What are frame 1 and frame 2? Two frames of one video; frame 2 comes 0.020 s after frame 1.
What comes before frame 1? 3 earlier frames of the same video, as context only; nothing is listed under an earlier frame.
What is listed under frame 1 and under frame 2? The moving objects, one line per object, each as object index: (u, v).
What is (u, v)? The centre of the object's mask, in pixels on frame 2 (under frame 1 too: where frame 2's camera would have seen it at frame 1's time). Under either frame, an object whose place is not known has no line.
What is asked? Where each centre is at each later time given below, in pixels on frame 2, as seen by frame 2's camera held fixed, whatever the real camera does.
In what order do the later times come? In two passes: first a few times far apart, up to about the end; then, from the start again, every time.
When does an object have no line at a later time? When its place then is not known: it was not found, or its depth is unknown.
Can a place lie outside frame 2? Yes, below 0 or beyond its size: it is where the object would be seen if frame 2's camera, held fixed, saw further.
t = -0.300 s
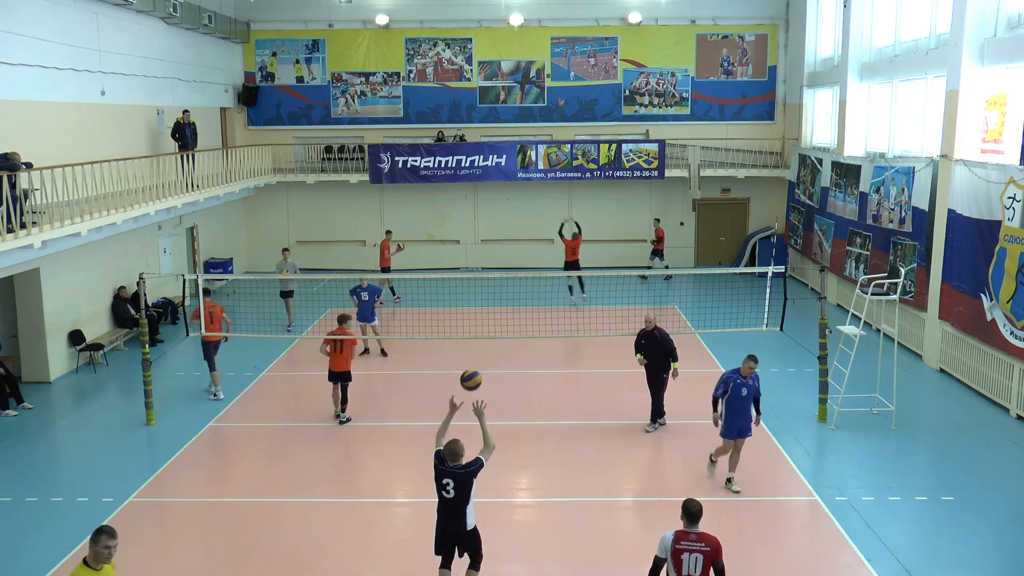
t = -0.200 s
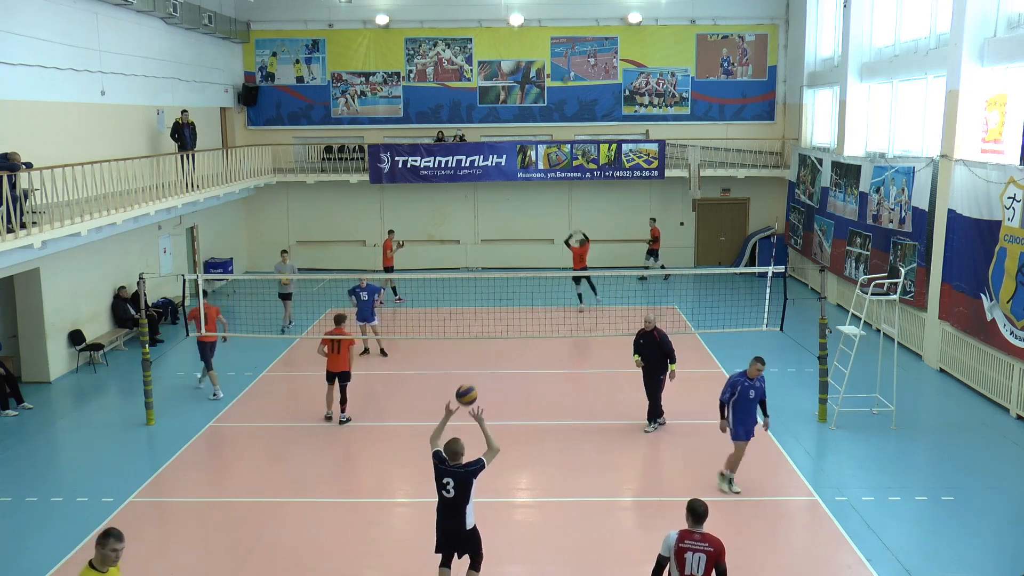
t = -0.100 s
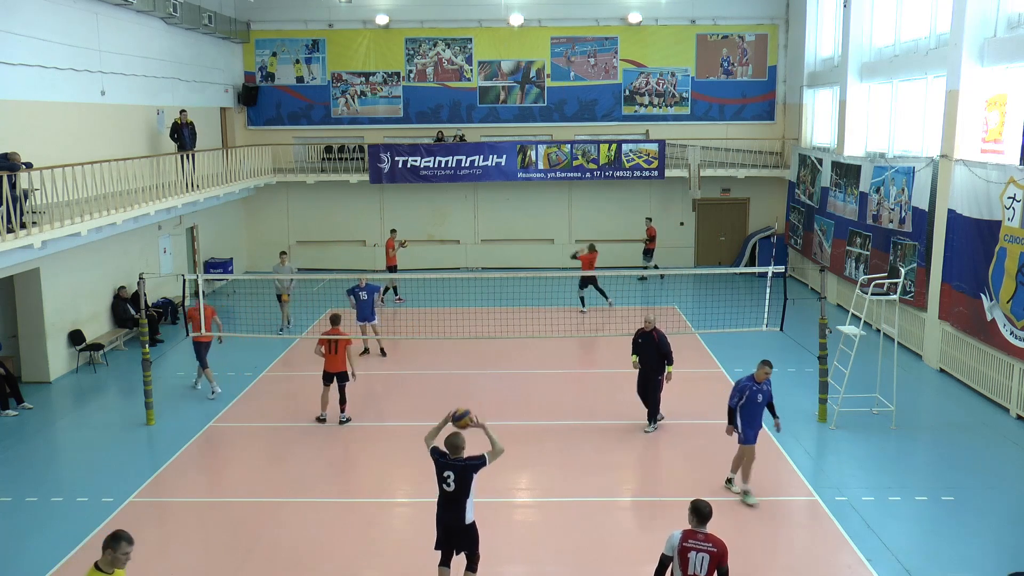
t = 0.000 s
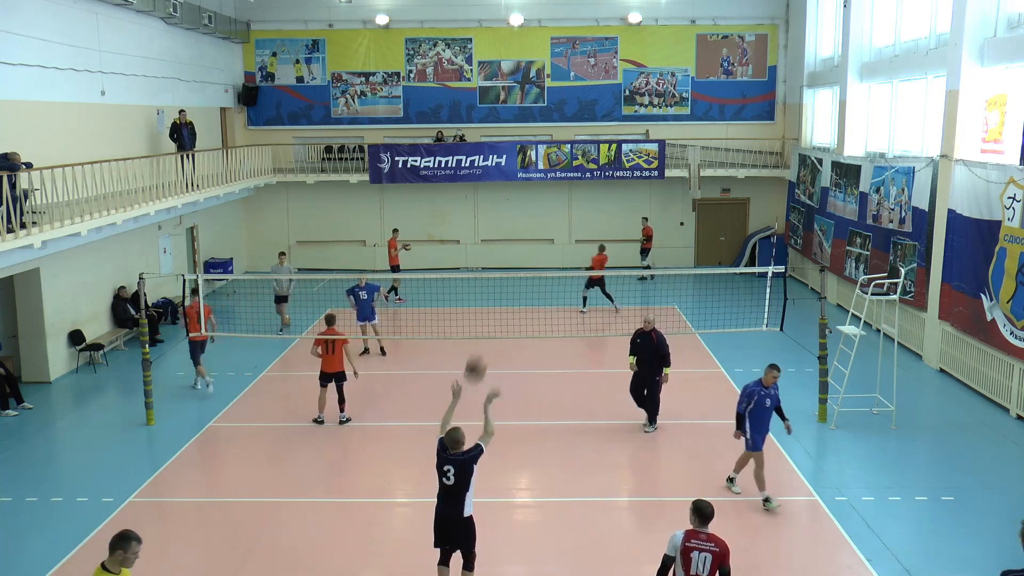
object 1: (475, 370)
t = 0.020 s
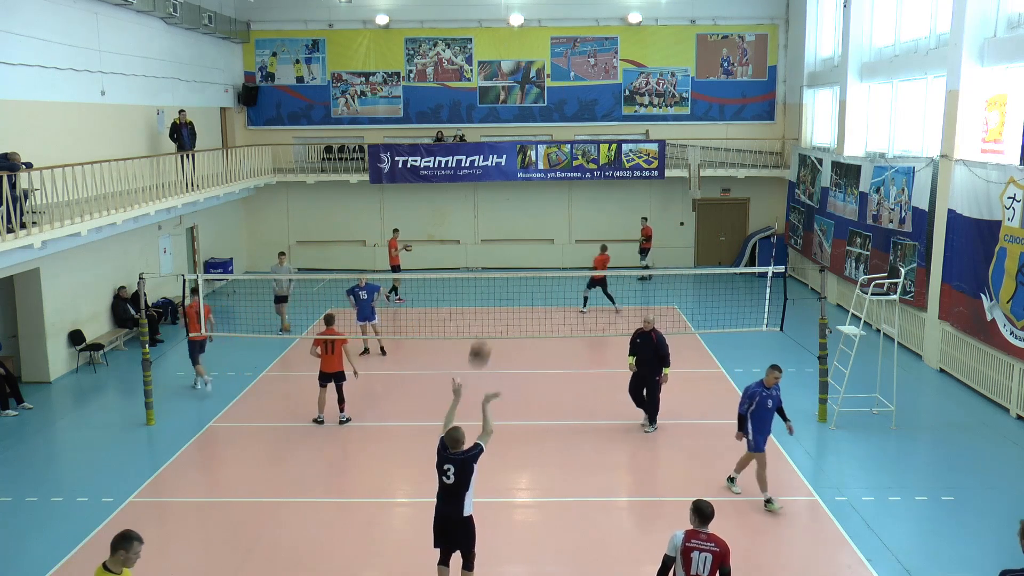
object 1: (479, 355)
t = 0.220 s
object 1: (521, 226)
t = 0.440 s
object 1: (561, 147)
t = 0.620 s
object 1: (587, 122)
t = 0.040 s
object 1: (484, 338)
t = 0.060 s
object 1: (488, 324)
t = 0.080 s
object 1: (492, 310)
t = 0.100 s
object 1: (497, 296)
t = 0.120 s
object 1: (501, 284)
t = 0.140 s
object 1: (505, 270)
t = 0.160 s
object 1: (509, 258)
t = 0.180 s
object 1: (513, 248)
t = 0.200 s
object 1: (517, 237)
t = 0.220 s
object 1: (521, 226)
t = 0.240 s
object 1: (525, 217)
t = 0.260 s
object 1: (529, 208)
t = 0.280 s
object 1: (532, 200)
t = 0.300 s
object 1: (536, 190)
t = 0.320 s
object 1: (540, 184)
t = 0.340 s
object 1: (544, 177)
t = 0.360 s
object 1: (546, 170)
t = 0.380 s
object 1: (551, 162)
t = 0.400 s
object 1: (554, 157)
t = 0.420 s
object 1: (555, 152)
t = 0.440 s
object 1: (561, 147)
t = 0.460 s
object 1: (563, 143)
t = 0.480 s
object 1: (566, 139)
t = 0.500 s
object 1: (569, 135)
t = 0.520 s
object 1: (572, 132)
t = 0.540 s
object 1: (575, 129)
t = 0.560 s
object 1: (578, 127)
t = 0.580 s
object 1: (581, 124)
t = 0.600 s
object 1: (584, 123)
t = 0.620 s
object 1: (587, 122)
